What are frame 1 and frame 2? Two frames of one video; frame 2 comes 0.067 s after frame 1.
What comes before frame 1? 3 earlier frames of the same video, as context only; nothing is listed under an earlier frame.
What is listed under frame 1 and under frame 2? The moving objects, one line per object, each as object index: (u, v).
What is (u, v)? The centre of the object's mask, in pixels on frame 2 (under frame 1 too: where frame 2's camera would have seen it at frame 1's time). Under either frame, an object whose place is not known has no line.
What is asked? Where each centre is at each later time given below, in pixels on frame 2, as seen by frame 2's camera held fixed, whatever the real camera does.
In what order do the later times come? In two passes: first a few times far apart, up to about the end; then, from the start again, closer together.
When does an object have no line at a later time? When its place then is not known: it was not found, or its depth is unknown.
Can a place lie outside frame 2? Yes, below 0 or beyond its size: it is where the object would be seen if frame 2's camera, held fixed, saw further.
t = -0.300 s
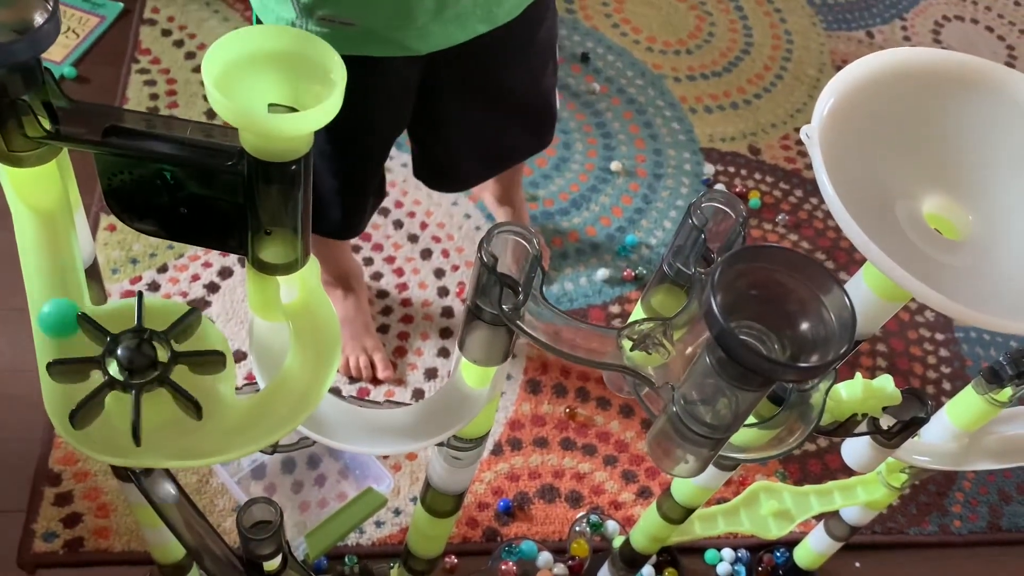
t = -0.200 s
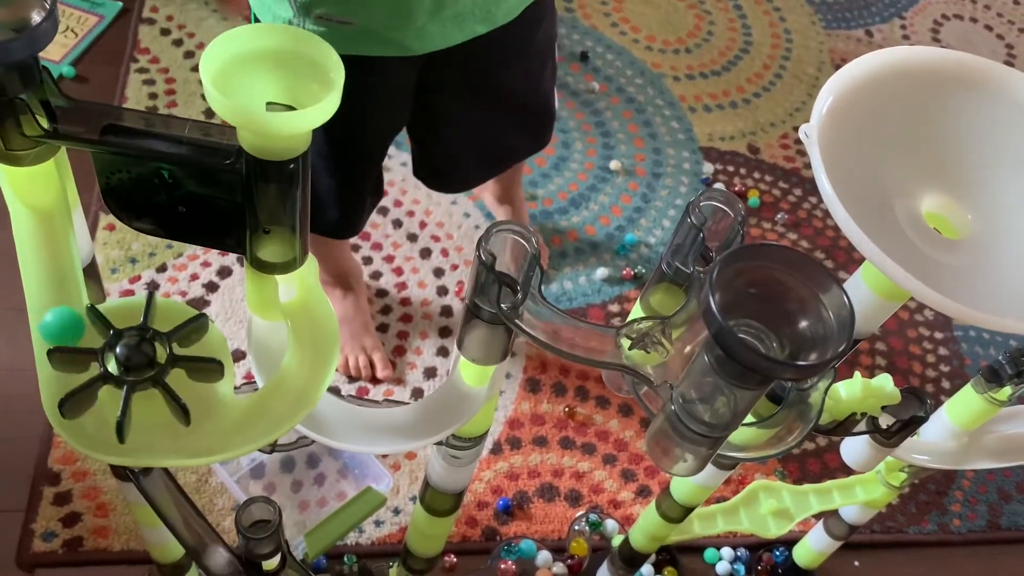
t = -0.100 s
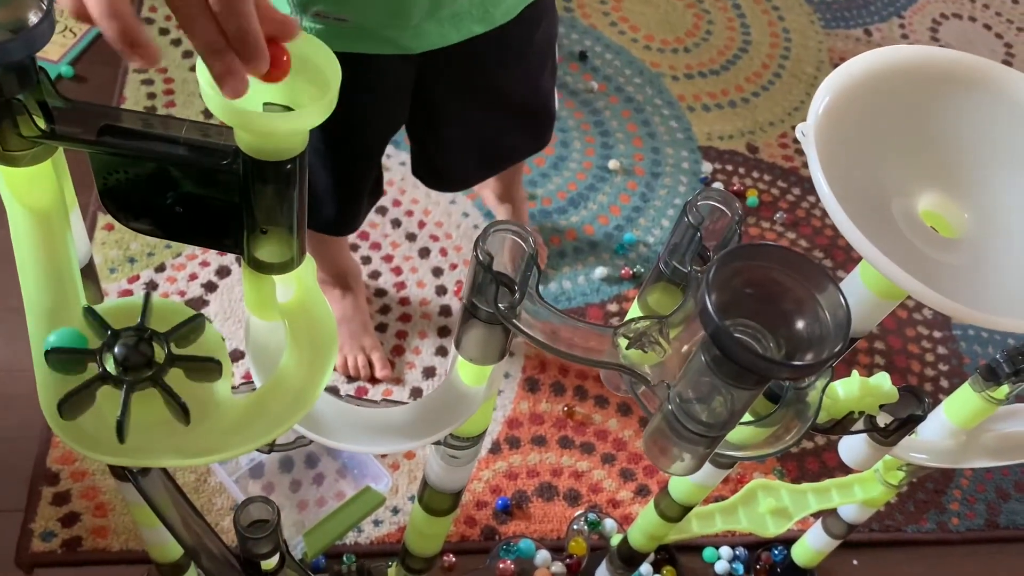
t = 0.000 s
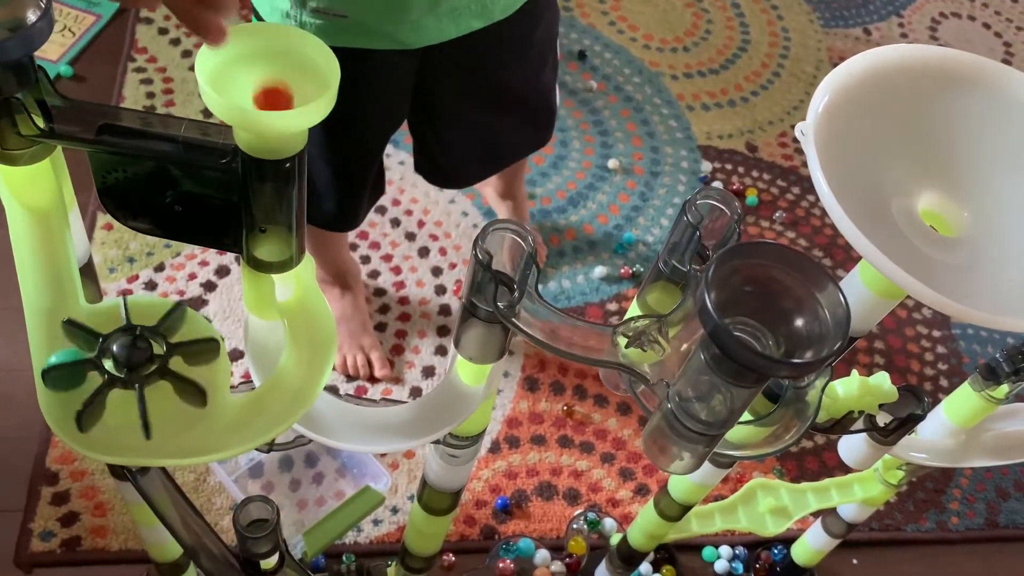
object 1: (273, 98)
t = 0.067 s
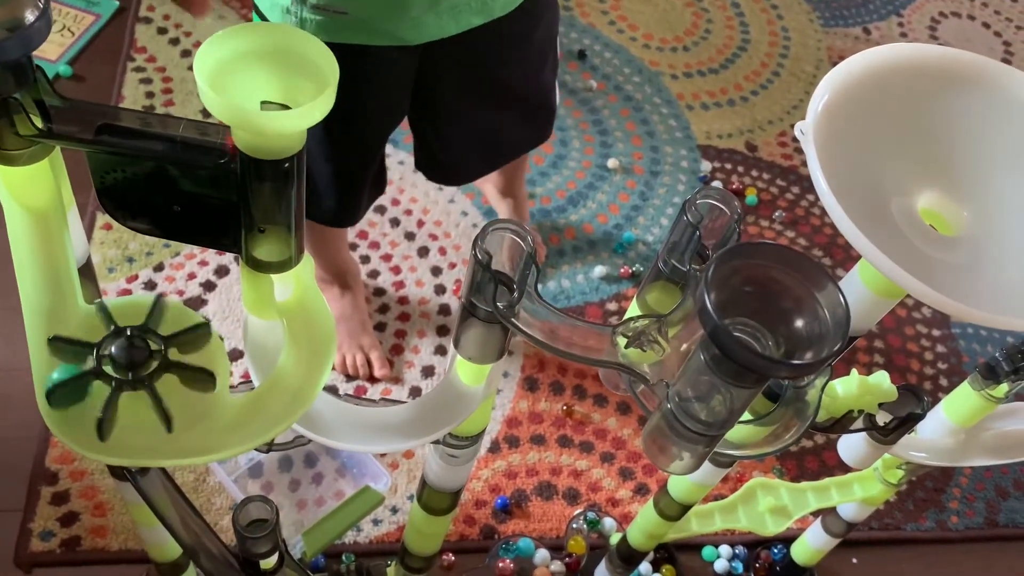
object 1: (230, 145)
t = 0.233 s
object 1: (221, 143)
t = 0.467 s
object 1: (121, 127)
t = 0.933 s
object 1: (39, 231)
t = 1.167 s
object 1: (82, 423)
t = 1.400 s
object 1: (297, 383)
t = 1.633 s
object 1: (269, 326)
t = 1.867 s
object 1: (267, 352)
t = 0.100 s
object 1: (229, 146)
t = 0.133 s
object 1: (228, 146)
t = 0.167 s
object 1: (226, 145)
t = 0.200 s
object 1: (224, 144)
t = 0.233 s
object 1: (221, 143)
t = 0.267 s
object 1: (215, 143)
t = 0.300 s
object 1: (205, 142)
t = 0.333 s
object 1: (190, 139)
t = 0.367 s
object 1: (175, 136)
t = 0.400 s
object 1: (158, 134)
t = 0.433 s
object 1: (140, 130)
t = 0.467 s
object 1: (121, 127)
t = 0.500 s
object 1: (101, 124)
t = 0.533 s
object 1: (81, 121)
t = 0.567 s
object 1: (60, 118)
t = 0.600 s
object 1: (42, 111)
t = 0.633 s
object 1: (25, 113)
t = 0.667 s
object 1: (25, 124)
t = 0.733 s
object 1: (24, 171)
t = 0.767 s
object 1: (29, 172)
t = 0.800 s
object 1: (26, 178)
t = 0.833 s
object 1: (32, 184)
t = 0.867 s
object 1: (34, 195)
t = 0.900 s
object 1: (35, 211)
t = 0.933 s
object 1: (39, 231)
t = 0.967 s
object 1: (44, 255)
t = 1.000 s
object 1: (49, 284)
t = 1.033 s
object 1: (55, 317)
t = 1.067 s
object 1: (64, 344)
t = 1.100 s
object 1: (66, 366)
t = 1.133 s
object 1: (63, 397)
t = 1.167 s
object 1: (82, 423)
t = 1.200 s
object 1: (113, 436)
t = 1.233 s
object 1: (145, 439)
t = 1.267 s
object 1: (177, 439)
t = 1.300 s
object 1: (213, 436)
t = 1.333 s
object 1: (244, 425)
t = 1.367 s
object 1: (275, 407)
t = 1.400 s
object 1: (297, 383)
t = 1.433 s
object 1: (311, 355)
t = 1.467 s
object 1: (311, 326)
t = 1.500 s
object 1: (299, 298)
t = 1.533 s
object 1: (280, 280)
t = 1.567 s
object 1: (281, 286)
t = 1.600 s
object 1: (280, 296)
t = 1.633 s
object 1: (269, 326)
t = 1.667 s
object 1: (269, 332)
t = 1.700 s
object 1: (267, 334)
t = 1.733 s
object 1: (267, 337)
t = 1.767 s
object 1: (268, 340)
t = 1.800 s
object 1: (267, 344)
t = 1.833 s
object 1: (268, 348)
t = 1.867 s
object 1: (267, 352)
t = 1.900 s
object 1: (267, 356)
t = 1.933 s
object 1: (266, 359)
